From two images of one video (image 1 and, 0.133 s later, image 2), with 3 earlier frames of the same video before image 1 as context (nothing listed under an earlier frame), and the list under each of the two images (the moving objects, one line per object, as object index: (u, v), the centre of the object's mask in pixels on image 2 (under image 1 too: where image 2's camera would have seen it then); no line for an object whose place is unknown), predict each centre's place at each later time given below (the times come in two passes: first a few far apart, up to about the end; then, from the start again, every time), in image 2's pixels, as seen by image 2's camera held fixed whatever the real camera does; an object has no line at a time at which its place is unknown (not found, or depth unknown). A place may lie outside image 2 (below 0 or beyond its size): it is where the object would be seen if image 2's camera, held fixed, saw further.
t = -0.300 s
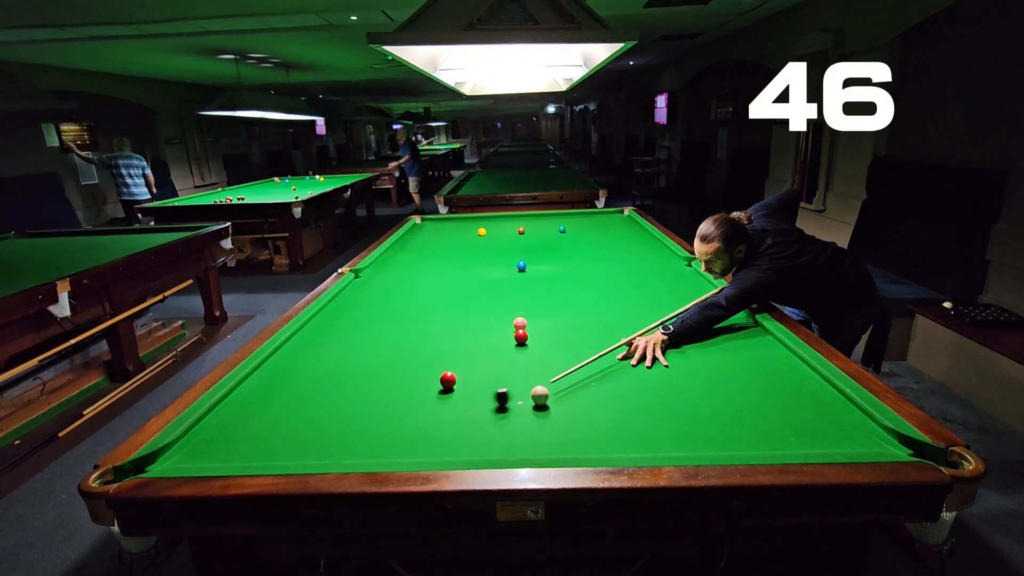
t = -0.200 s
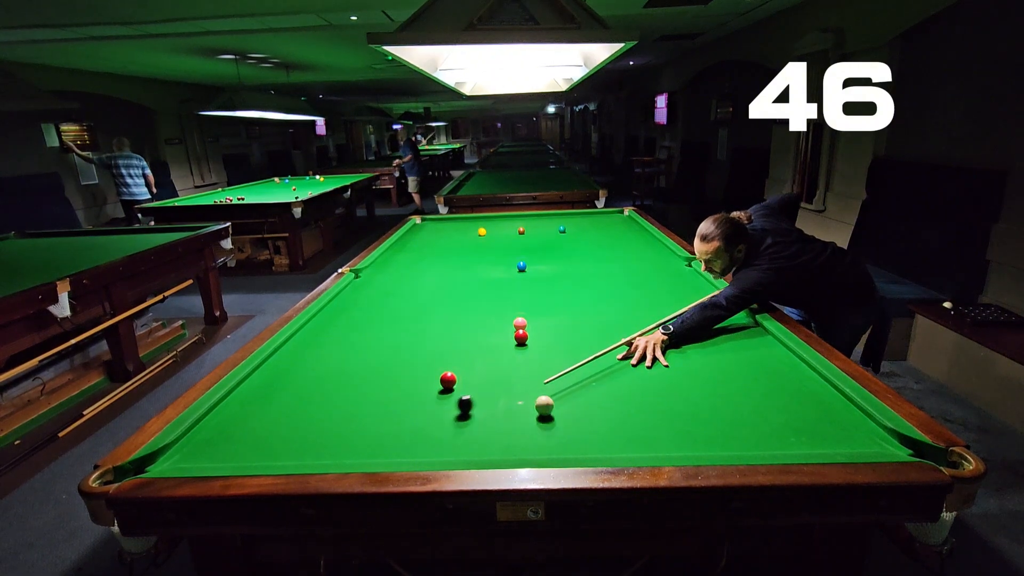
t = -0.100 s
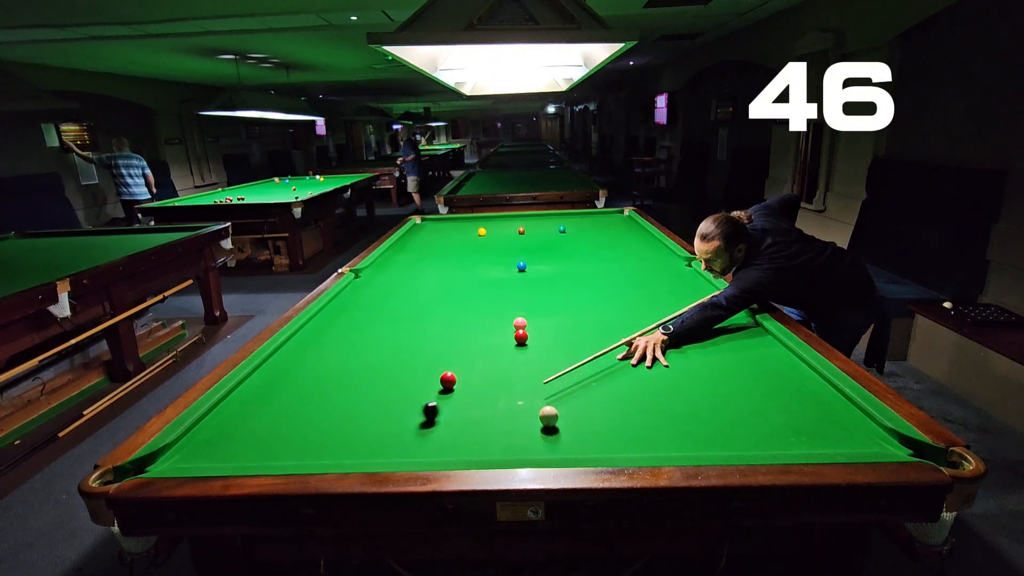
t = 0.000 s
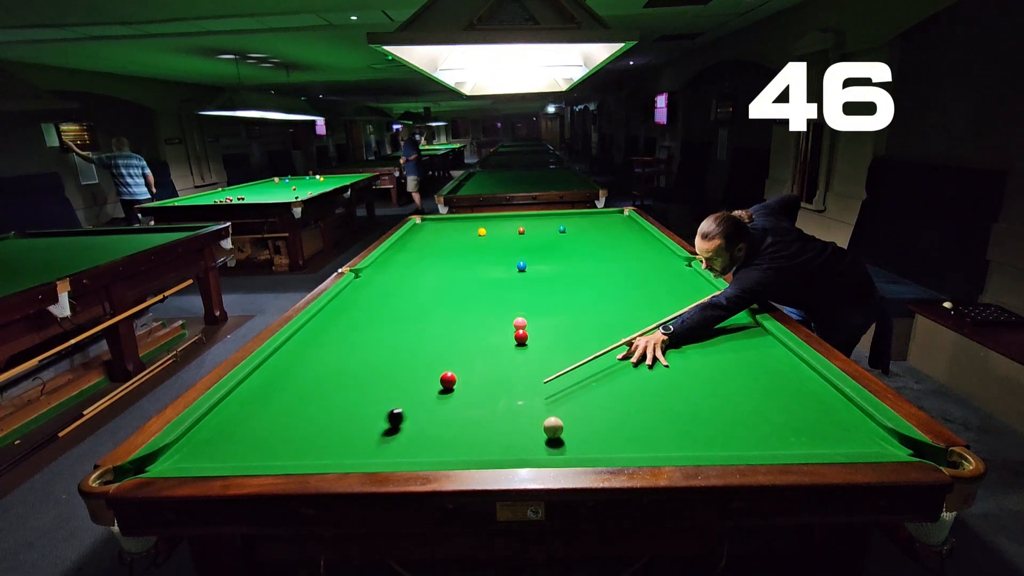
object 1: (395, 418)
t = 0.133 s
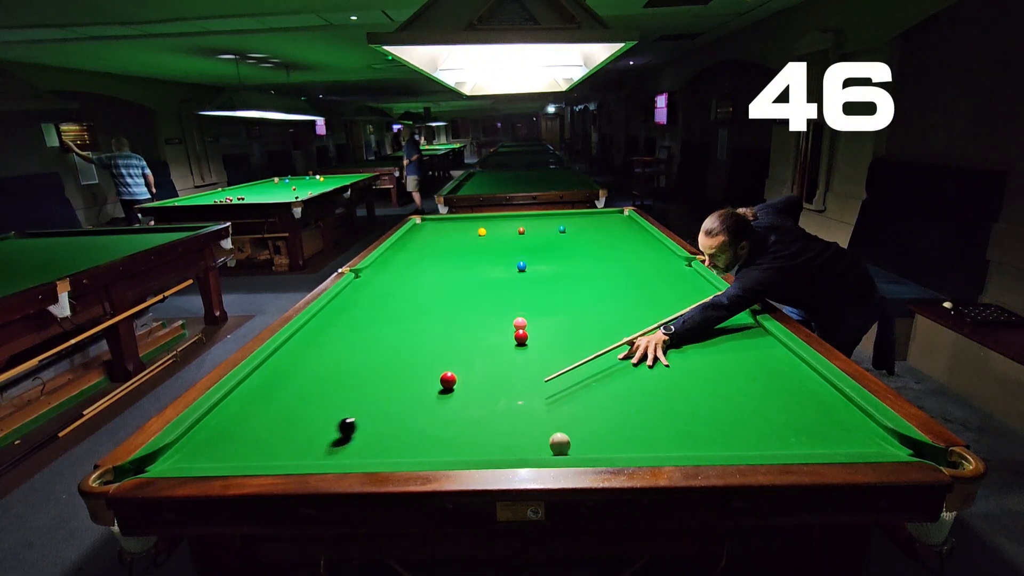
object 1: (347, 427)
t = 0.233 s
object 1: (309, 434)
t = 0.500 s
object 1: (205, 454)
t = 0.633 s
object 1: (149, 464)
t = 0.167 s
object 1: (335, 430)
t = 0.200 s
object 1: (322, 432)
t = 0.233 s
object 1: (309, 434)
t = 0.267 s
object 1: (297, 437)
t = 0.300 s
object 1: (284, 439)
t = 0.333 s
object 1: (271, 442)
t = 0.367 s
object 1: (258, 444)
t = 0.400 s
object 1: (245, 447)
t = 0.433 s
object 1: (232, 450)
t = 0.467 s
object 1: (219, 452)
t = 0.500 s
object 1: (205, 454)
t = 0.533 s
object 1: (192, 456)
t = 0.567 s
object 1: (178, 458)
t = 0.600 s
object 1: (164, 460)
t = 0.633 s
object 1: (149, 464)
